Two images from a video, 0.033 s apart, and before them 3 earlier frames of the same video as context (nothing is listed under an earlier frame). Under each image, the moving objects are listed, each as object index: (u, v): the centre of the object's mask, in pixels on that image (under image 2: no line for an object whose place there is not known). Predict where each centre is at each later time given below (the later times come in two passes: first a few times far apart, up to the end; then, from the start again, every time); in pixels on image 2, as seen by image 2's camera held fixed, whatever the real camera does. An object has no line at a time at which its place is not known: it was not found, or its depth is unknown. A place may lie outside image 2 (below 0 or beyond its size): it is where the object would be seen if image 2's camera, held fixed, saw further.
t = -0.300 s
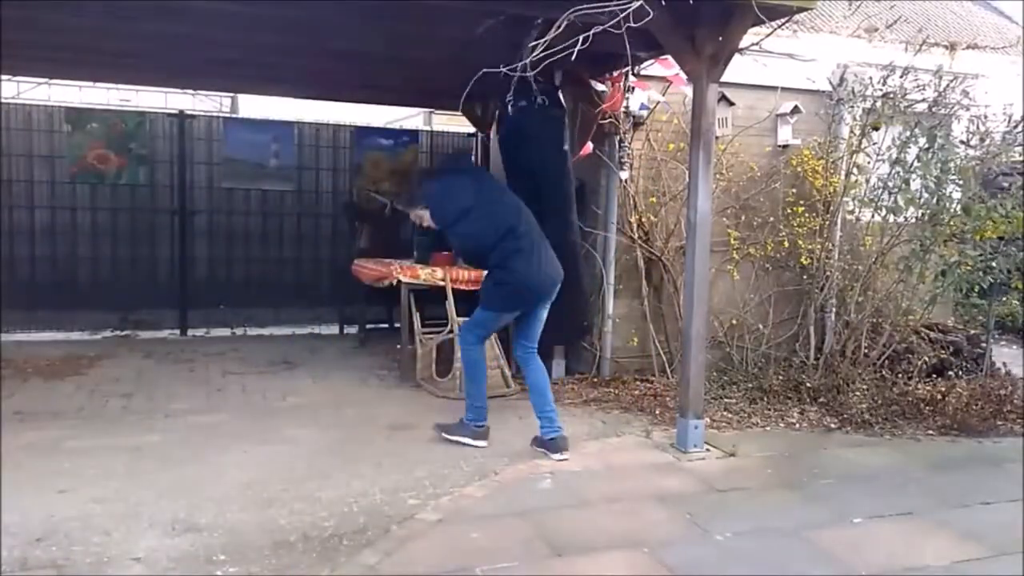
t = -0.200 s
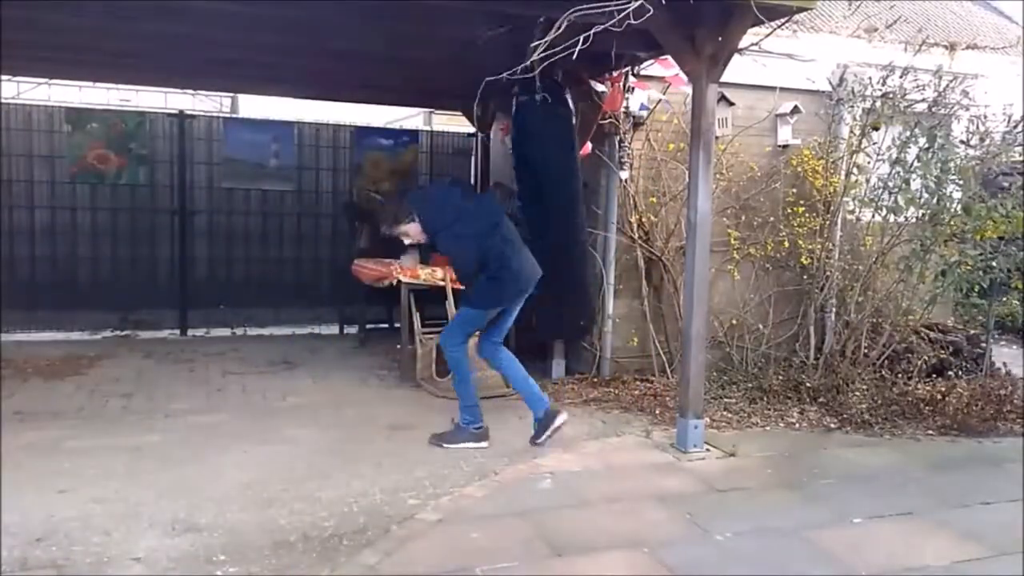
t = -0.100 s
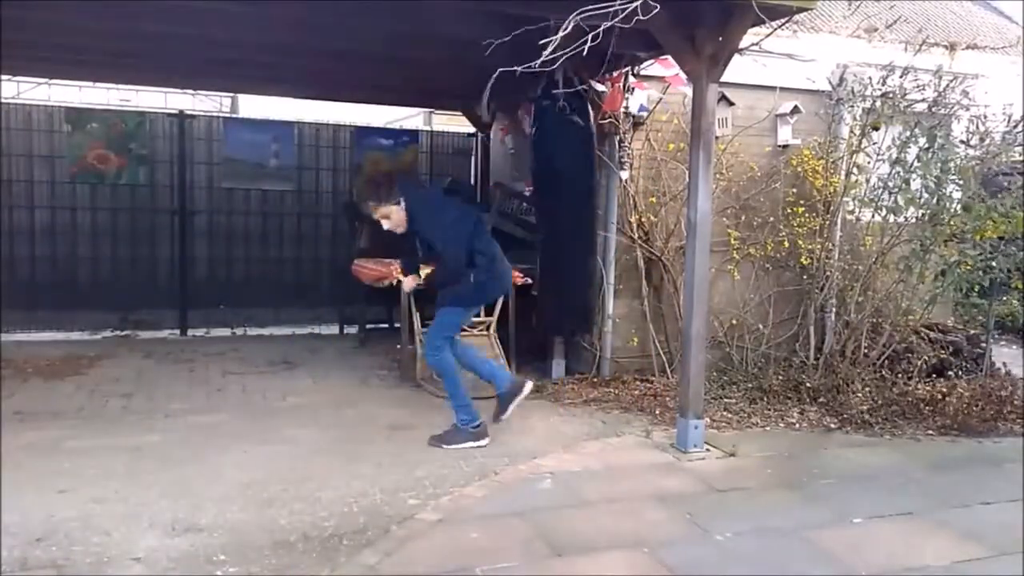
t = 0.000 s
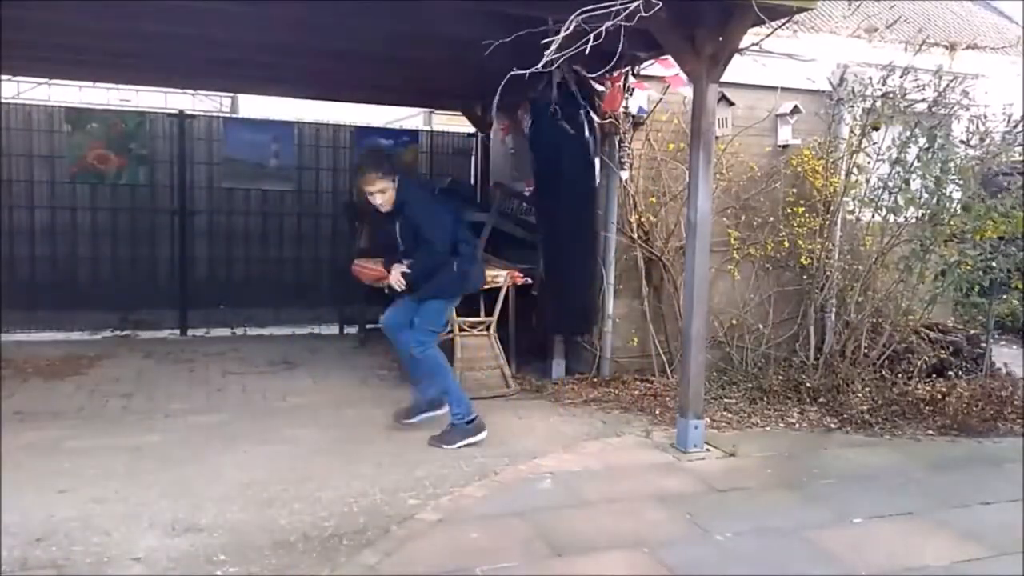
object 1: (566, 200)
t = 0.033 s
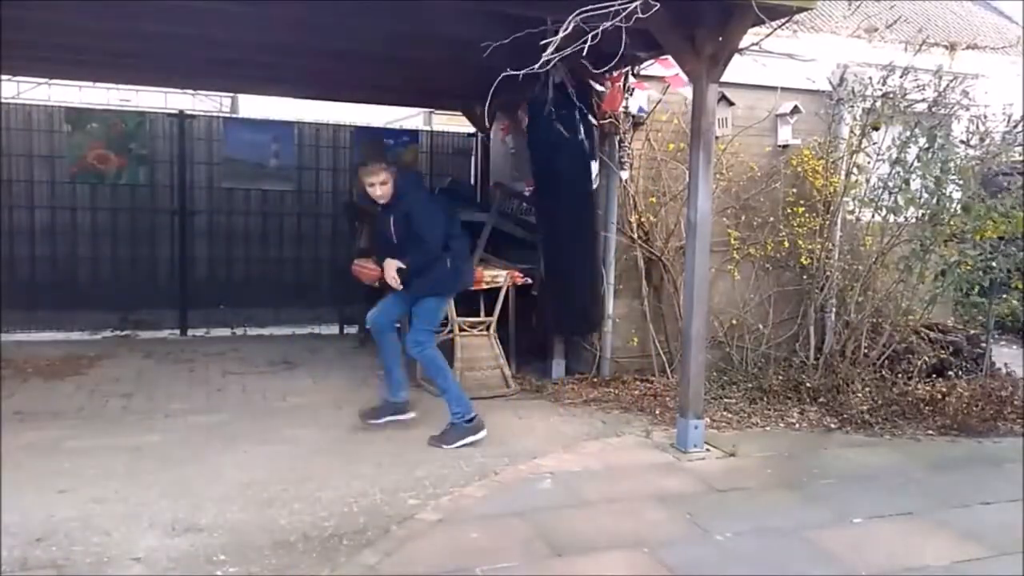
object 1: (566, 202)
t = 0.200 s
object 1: (569, 223)
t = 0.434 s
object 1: (558, 250)
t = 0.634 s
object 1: (545, 267)
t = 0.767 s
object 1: (531, 270)
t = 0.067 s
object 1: (566, 205)
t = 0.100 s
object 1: (566, 207)
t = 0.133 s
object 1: (566, 213)
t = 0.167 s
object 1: (567, 218)
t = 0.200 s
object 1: (569, 223)
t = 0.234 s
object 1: (569, 226)
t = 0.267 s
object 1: (570, 229)
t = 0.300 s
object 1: (568, 234)
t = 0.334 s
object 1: (566, 240)
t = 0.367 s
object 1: (563, 243)
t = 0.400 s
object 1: (560, 246)
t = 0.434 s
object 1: (558, 250)
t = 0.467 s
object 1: (558, 255)
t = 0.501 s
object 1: (556, 258)
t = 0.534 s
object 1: (555, 261)
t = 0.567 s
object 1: (553, 264)
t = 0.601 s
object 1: (549, 266)
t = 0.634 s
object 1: (545, 267)
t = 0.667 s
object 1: (540, 269)
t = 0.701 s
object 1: (537, 272)
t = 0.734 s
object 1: (534, 272)
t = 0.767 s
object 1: (531, 270)
